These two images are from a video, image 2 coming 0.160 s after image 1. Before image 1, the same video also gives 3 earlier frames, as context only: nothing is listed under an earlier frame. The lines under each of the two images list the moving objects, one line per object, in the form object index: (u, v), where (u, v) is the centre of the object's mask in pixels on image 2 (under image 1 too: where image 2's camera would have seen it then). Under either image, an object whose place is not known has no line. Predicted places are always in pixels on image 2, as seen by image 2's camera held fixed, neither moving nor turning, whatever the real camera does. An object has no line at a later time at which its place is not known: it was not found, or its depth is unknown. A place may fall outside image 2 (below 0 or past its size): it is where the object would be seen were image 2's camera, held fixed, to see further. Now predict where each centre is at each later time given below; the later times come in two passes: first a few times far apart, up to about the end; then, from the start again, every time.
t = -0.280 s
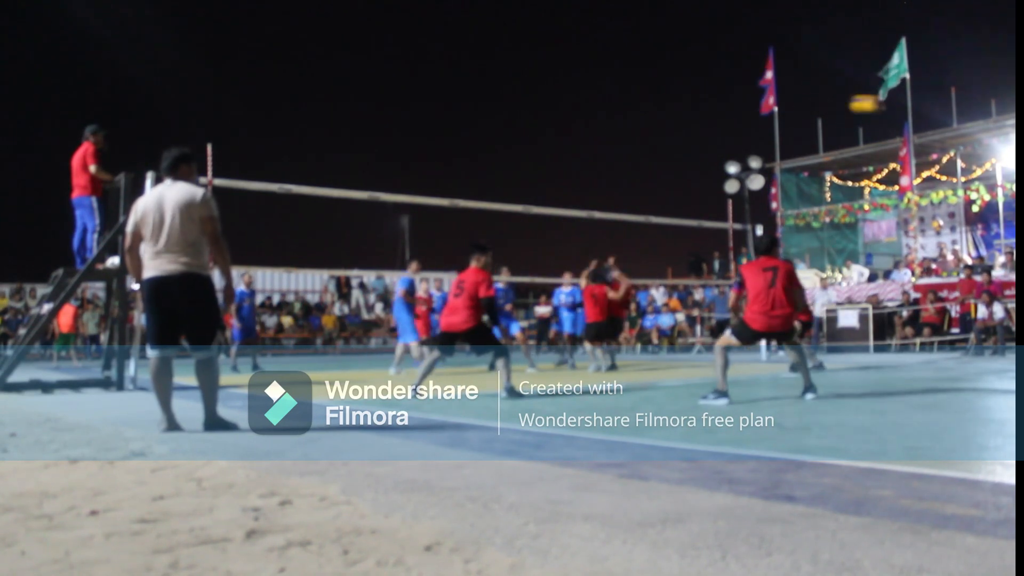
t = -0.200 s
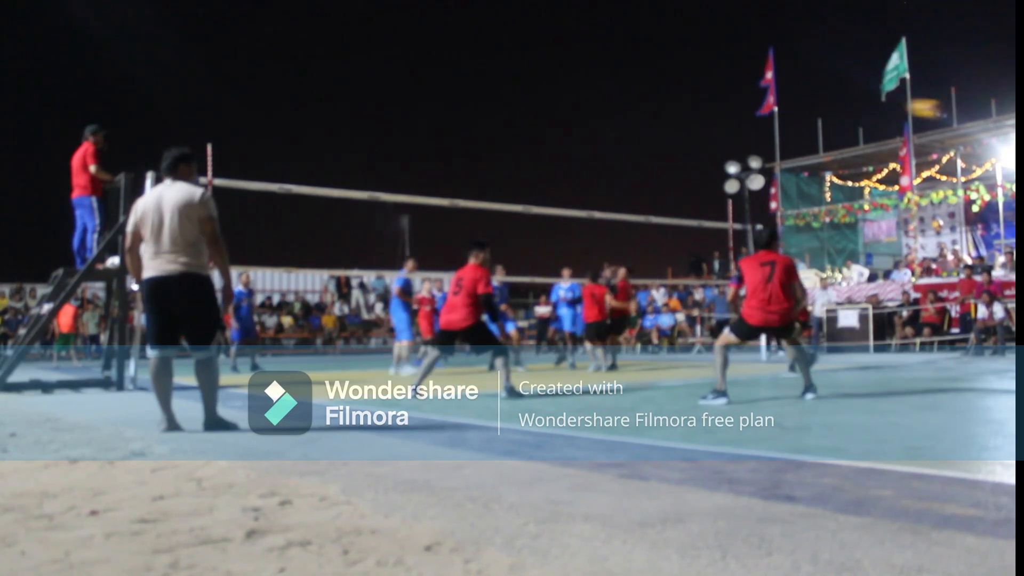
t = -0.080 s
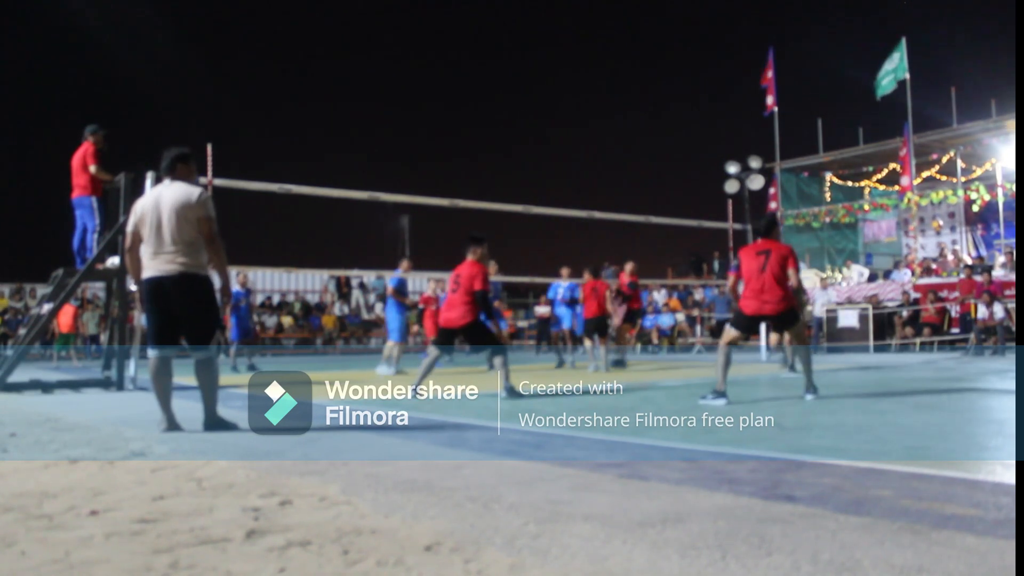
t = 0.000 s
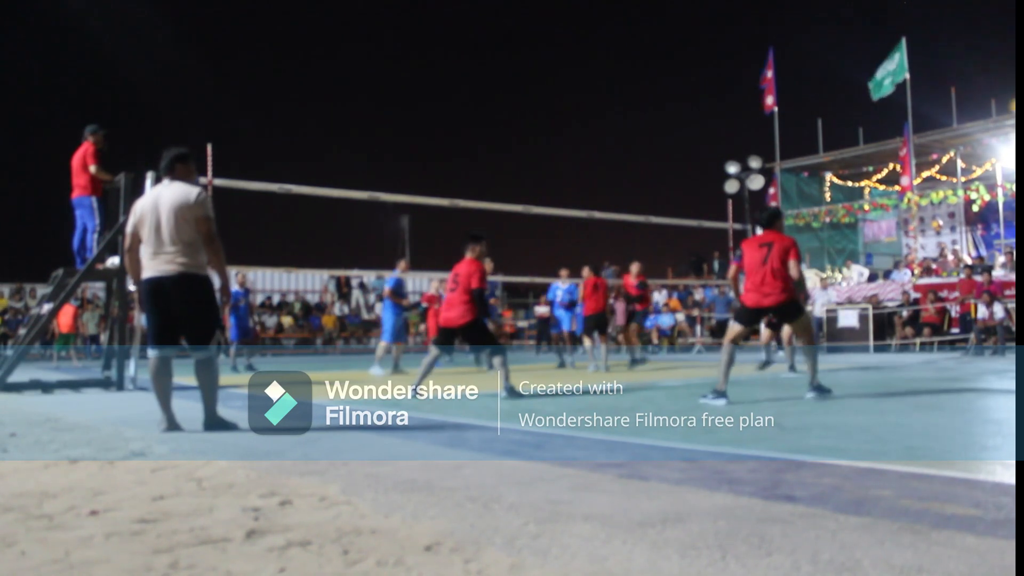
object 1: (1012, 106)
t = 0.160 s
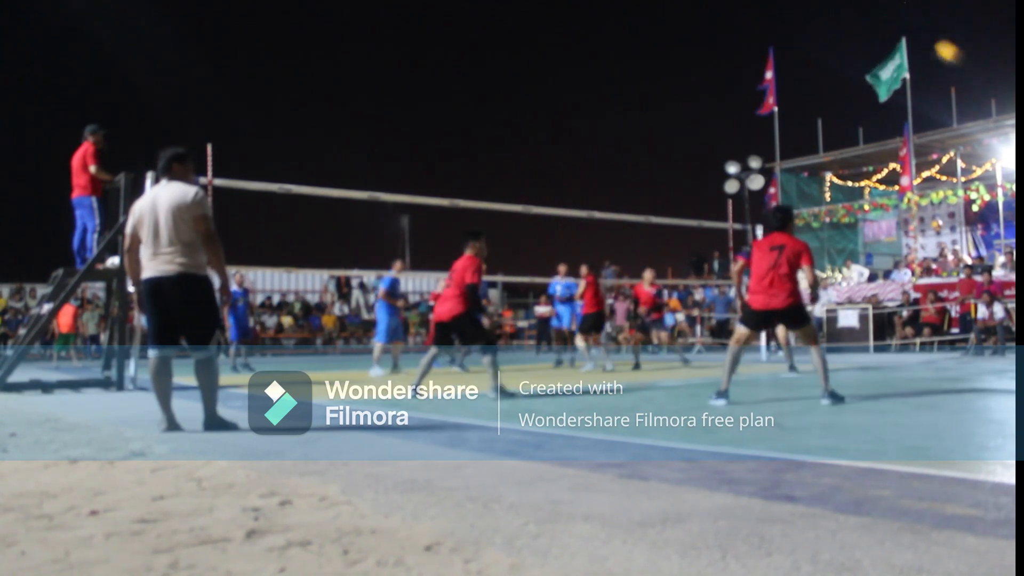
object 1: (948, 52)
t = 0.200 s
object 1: (931, 42)
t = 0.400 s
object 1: (855, 16)
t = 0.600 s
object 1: (793, 23)
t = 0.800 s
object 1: (741, 57)
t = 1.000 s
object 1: (697, 112)
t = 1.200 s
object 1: (659, 185)
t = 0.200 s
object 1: (931, 42)
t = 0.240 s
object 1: (915, 34)
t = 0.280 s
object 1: (898, 27)
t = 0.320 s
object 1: (884, 23)
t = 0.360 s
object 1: (869, 19)
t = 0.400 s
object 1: (855, 16)
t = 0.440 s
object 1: (842, 15)
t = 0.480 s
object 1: (829, 16)
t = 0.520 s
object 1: (816, 17)
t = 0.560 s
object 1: (805, 20)
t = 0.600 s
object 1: (793, 23)
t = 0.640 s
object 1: (782, 28)
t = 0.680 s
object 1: (771, 34)
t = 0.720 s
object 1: (761, 41)
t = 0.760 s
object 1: (751, 48)
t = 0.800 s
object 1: (741, 57)
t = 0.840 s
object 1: (732, 66)
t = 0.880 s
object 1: (722, 76)
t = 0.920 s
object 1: (714, 87)
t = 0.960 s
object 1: (706, 99)
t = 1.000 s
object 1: (697, 112)
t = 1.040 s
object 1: (689, 125)
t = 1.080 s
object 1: (681, 139)
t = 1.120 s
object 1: (673, 154)
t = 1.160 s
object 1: (666, 169)
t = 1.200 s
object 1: (659, 185)
